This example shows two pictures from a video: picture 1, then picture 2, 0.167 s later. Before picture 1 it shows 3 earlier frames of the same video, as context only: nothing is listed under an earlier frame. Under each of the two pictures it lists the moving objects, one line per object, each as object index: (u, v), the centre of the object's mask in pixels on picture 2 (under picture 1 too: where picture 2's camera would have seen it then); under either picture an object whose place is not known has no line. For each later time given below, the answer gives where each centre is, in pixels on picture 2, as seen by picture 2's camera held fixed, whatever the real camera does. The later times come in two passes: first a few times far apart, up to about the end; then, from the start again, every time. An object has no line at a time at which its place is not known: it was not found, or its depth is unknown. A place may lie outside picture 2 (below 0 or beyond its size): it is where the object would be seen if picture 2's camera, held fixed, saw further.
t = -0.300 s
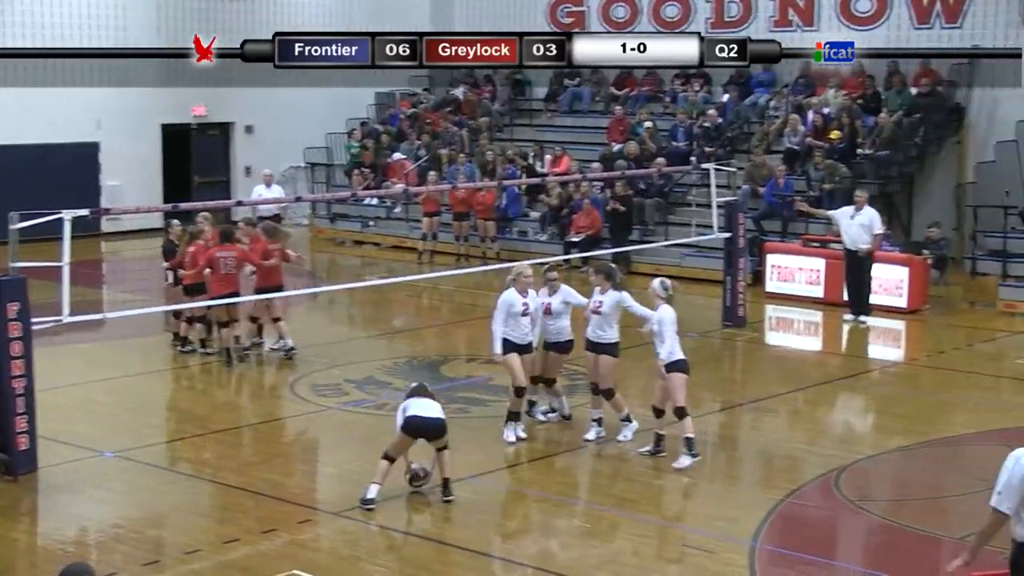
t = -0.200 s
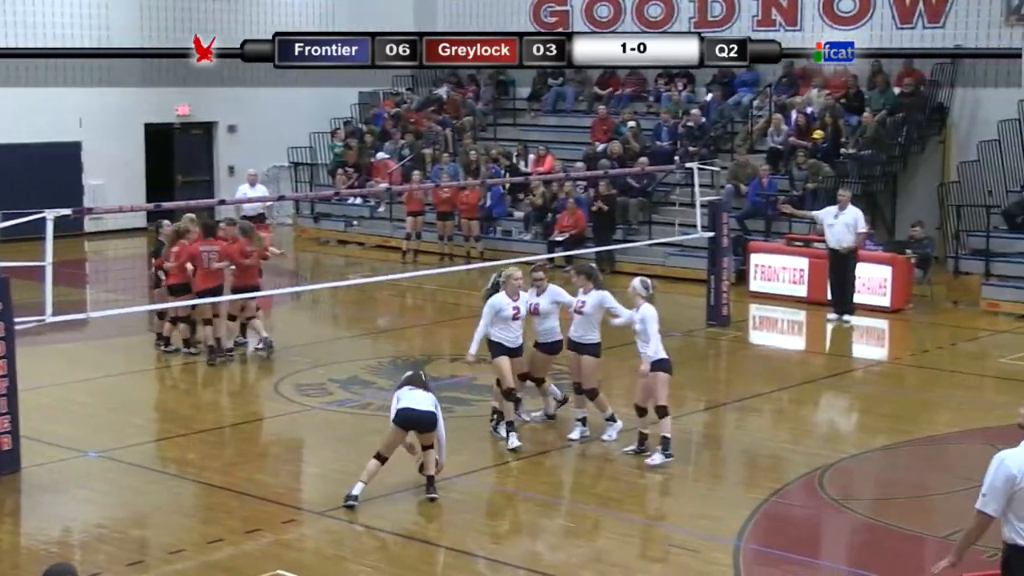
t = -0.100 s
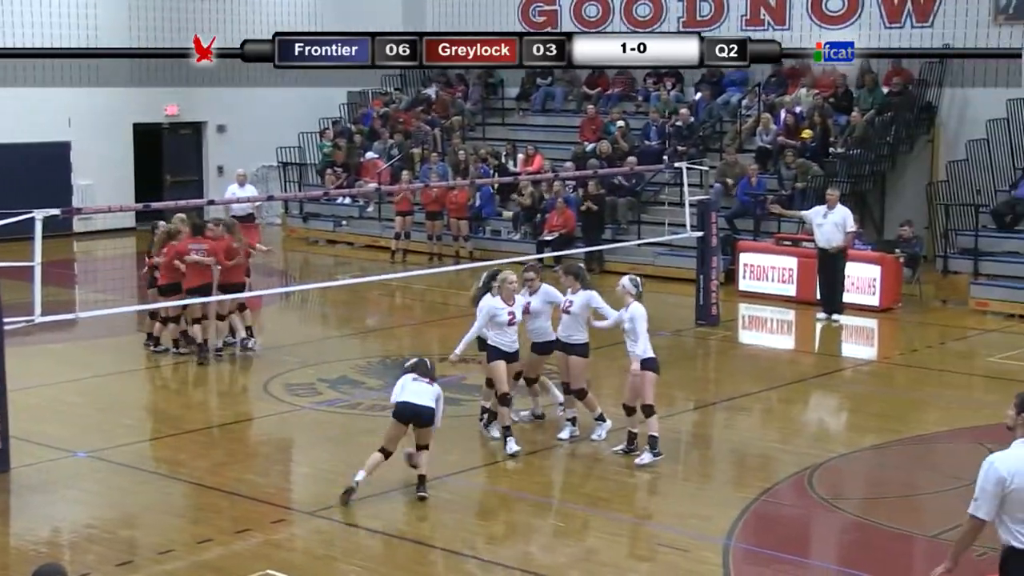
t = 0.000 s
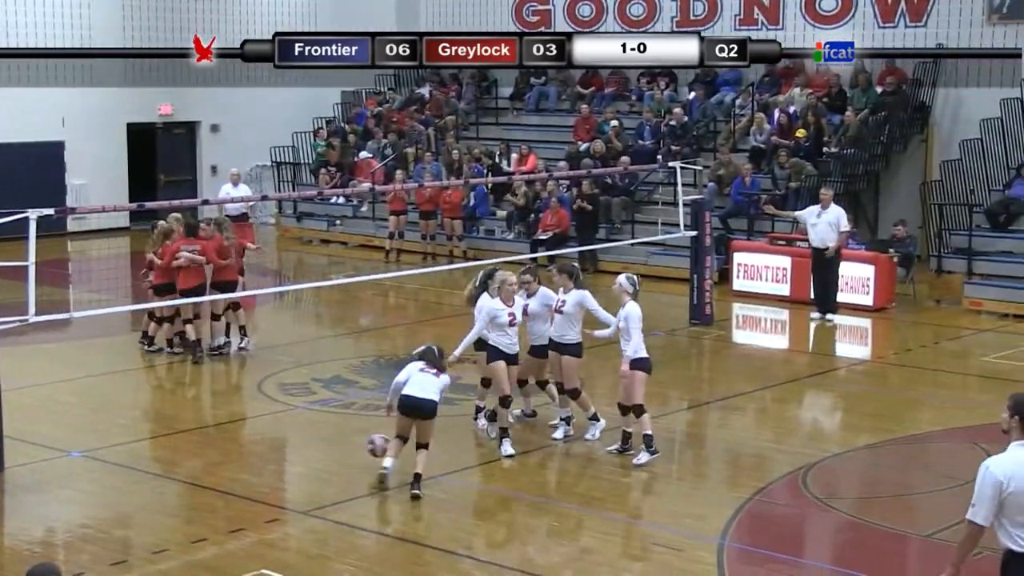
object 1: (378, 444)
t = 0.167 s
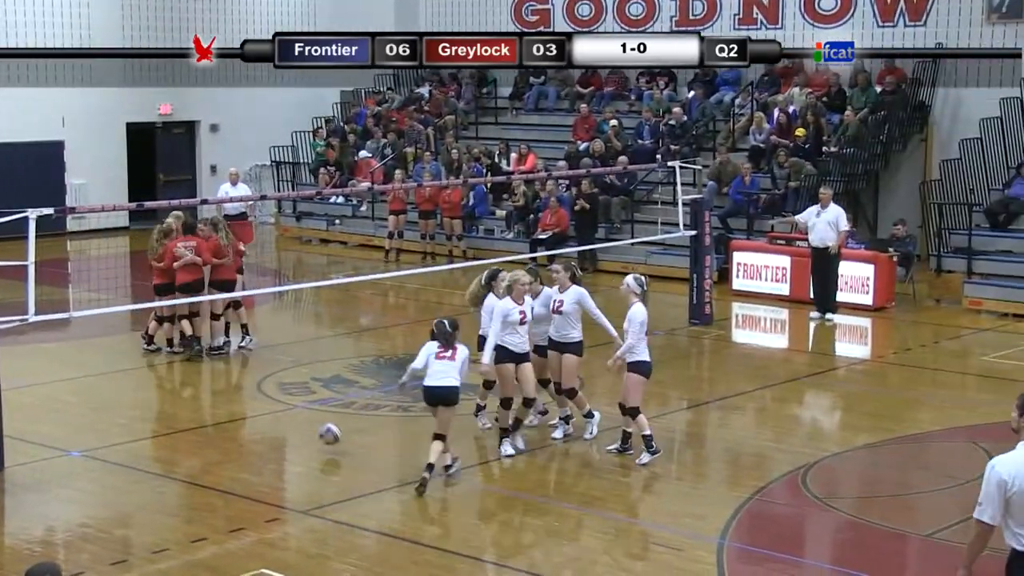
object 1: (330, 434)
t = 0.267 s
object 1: (300, 422)
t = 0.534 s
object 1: (239, 407)
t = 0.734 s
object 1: (196, 398)
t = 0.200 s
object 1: (322, 429)
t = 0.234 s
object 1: (312, 425)
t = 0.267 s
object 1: (300, 422)
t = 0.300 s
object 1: (292, 421)
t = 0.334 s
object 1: (284, 421)
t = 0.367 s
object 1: (276, 422)
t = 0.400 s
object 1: (269, 424)
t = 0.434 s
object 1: (261, 419)
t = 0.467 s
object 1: (253, 413)
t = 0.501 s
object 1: (245, 410)
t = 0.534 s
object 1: (239, 407)
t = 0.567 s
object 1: (230, 405)
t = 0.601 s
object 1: (224, 405)
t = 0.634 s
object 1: (217, 407)
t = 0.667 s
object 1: (209, 408)
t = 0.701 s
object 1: (203, 402)
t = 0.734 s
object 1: (196, 398)
